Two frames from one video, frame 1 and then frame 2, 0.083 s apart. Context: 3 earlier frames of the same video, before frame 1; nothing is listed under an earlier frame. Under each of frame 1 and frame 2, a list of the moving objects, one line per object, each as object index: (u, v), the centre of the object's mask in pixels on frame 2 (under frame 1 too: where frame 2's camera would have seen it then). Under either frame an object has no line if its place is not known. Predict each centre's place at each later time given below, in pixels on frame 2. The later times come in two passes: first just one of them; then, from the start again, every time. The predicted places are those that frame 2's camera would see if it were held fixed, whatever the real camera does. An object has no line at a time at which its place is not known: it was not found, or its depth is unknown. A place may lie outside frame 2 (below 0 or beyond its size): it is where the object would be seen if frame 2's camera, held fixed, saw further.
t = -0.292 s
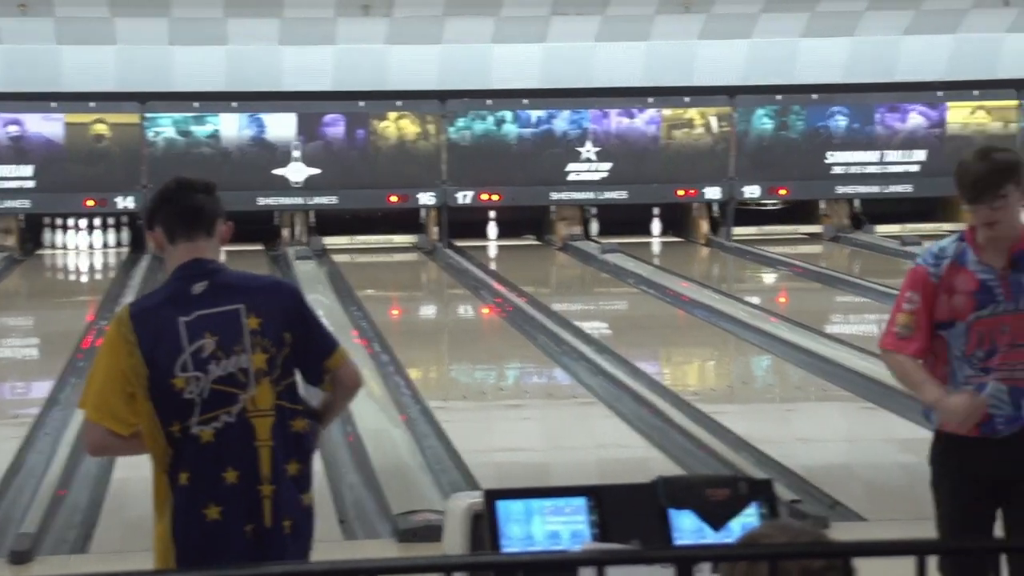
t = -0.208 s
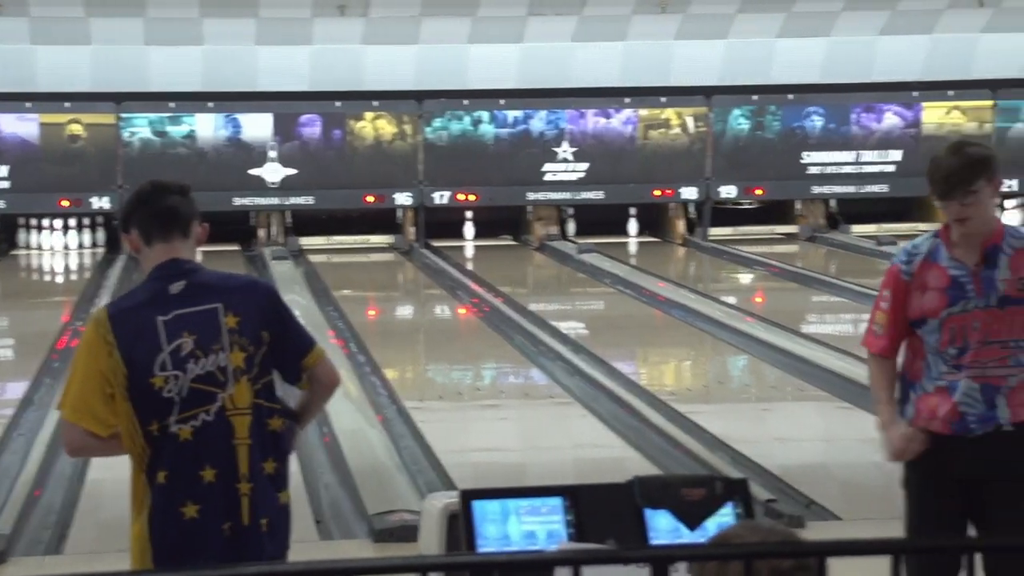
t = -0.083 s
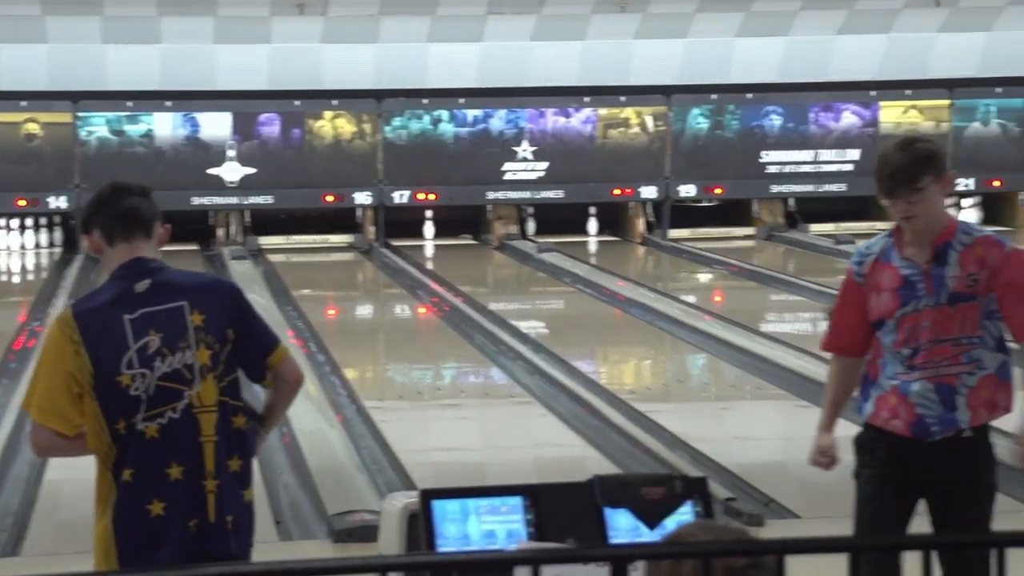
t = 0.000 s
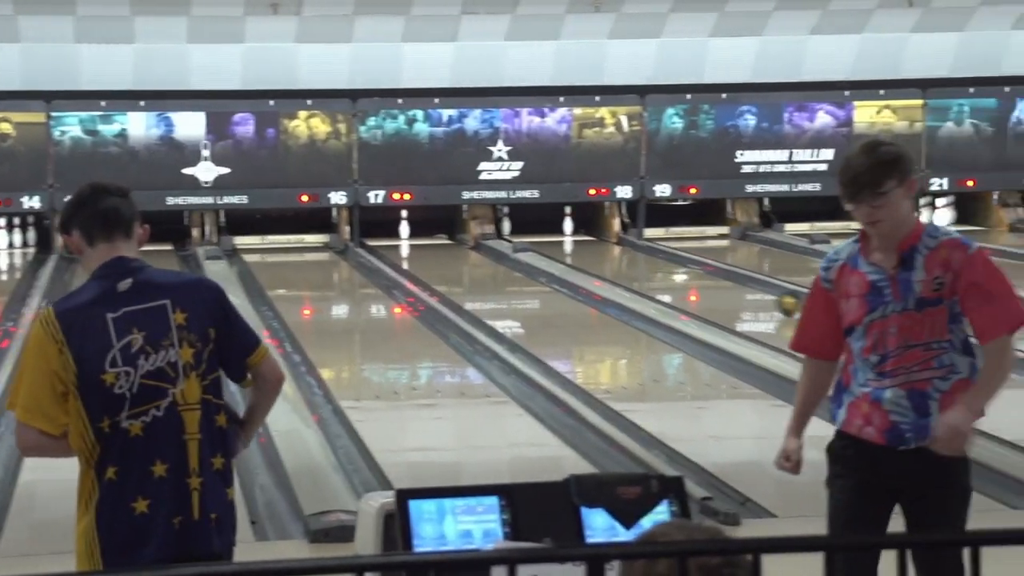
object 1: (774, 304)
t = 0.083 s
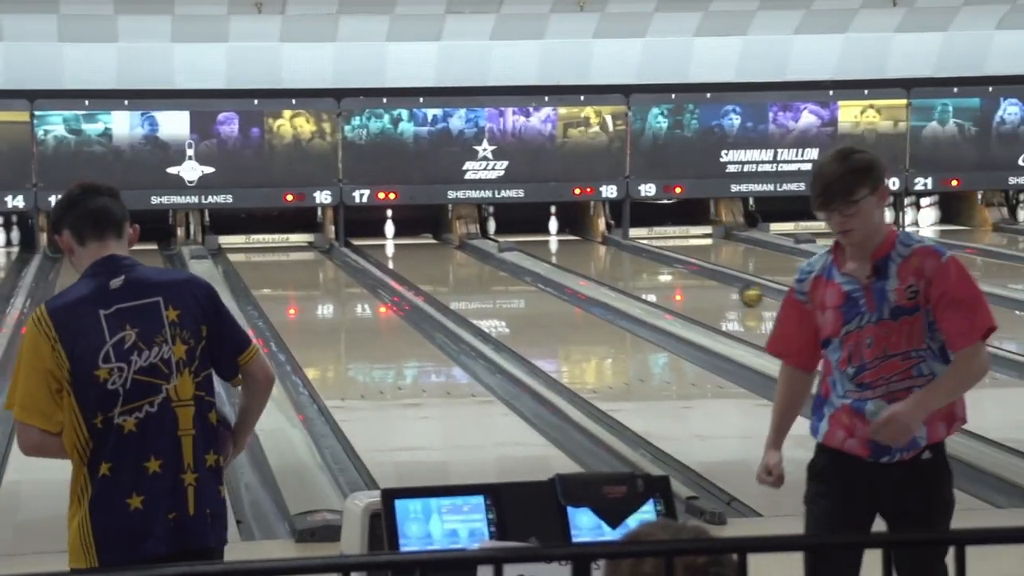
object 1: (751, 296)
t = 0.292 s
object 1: (698, 277)
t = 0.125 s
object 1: (738, 291)
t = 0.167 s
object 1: (729, 289)
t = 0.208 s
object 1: (718, 284)
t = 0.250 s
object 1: (710, 282)
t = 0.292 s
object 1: (698, 277)
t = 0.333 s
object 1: (690, 275)
